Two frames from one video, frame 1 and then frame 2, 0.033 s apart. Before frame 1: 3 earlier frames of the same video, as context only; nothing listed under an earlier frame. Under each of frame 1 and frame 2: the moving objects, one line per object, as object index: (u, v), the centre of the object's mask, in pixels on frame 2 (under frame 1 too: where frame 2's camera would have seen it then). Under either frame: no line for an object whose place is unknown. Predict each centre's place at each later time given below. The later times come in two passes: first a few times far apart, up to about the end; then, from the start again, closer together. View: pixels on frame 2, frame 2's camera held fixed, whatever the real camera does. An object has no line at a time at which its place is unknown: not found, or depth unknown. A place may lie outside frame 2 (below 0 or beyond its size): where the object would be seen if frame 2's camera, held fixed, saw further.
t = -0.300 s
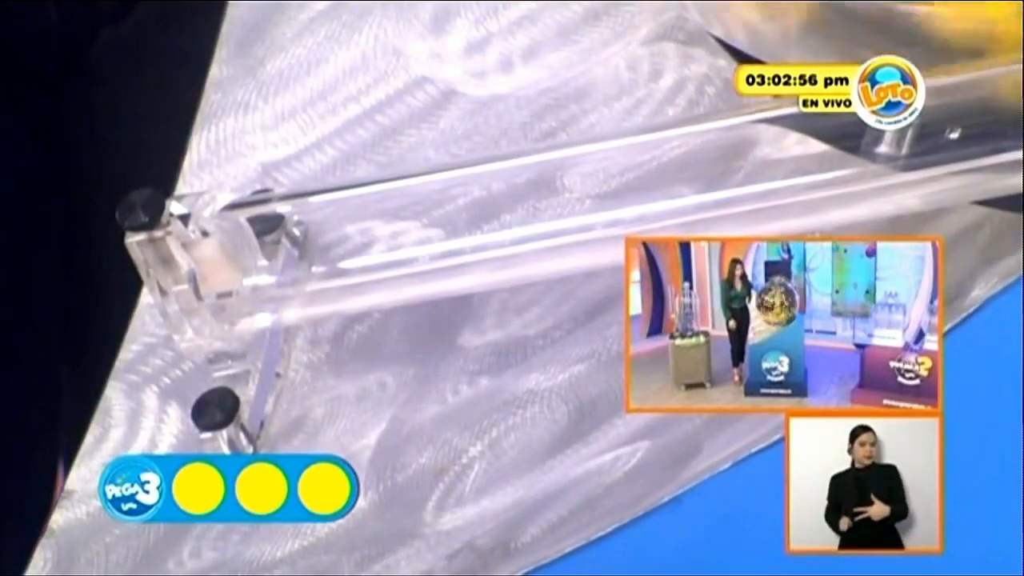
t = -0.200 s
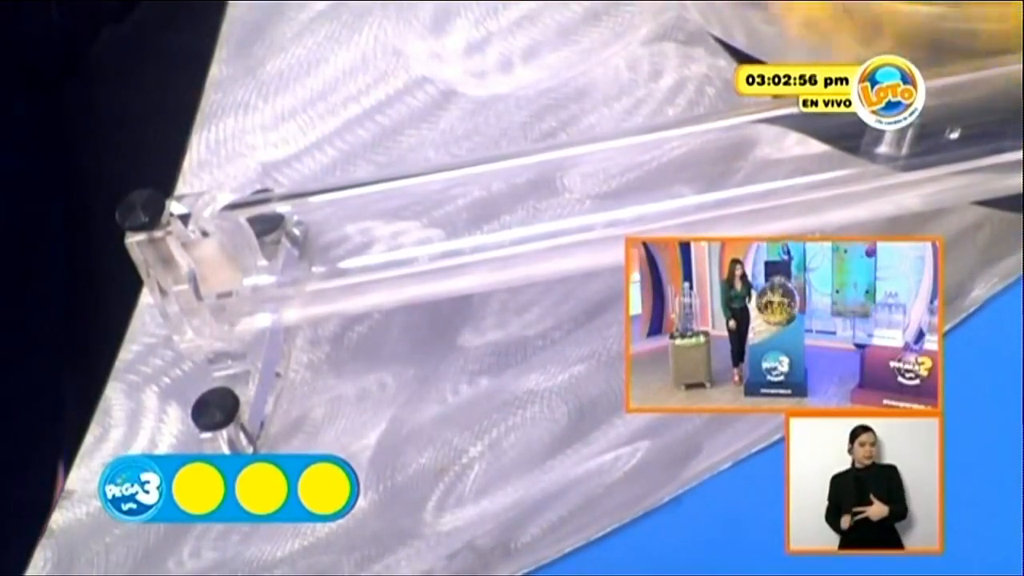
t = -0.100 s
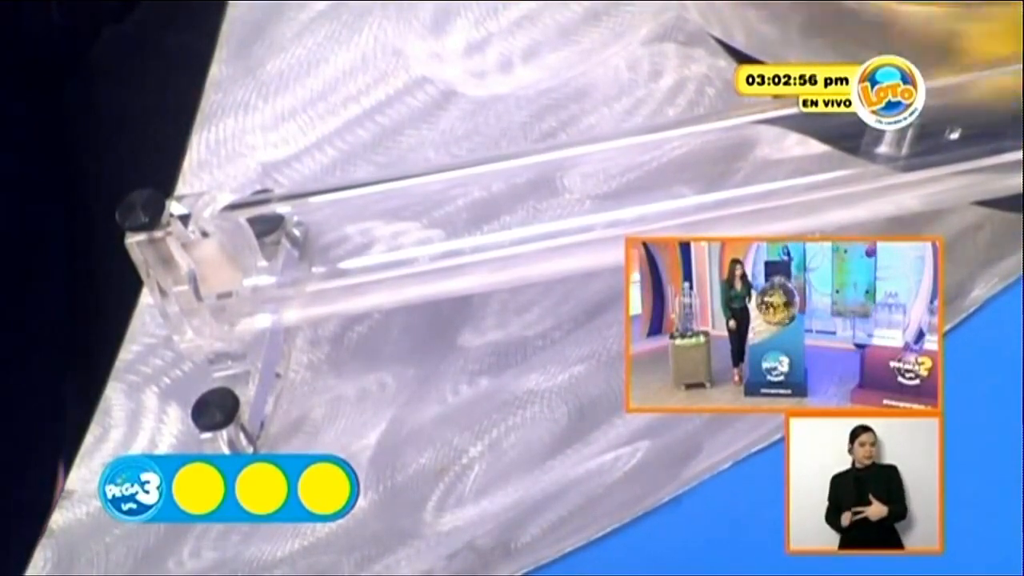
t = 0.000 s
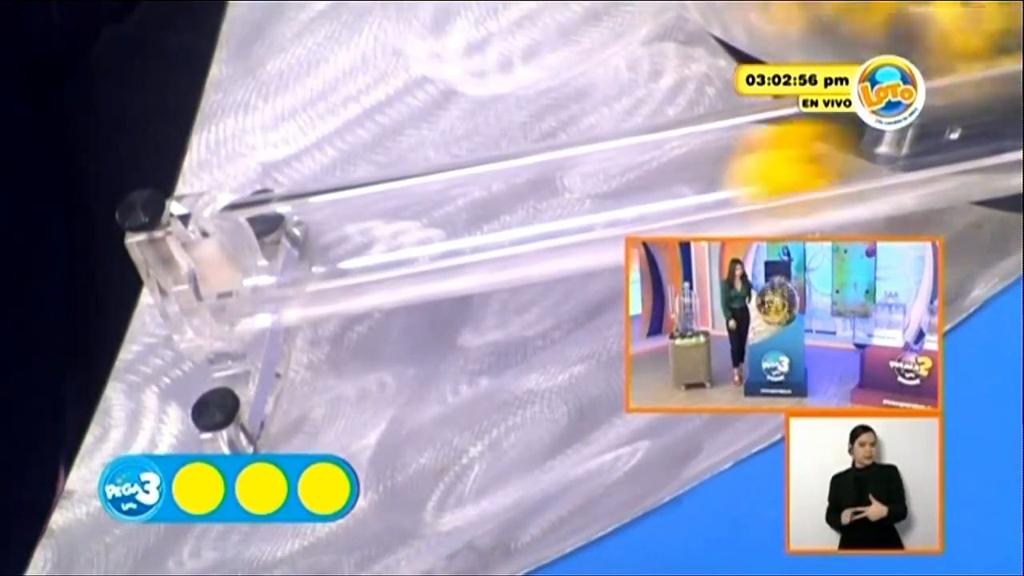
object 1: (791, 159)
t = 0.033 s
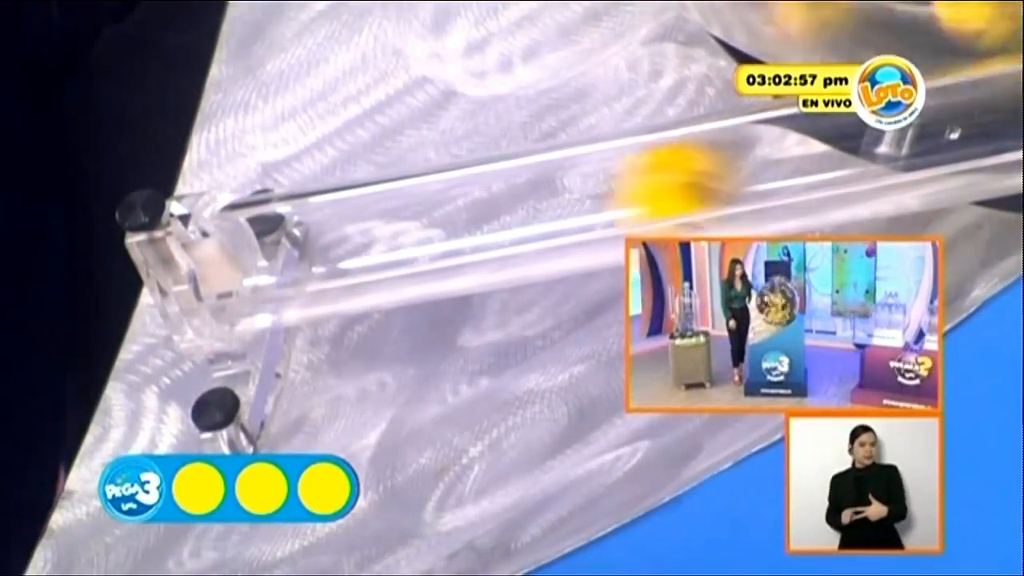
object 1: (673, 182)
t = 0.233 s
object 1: (346, 242)
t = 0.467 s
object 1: (291, 253)
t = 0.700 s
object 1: (291, 259)
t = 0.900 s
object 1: (291, 259)
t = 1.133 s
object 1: (291, 259)
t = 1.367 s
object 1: (291, 259)
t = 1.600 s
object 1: (291, 259)
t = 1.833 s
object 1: (291, 259)
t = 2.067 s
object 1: (291, 253)
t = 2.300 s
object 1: (291, 253)
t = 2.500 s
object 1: (291, 253)
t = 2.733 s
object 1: (291, 253)
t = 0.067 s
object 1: (554, 204)
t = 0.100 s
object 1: (438, 227)
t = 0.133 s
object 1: (317, 249)
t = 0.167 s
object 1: (318, 244)
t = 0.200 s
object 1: (337, 241)
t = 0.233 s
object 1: (346, 242)
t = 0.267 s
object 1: (344, 246)
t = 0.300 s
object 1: (330, 249)
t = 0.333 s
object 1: (315, 251)
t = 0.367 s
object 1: (296, 251)
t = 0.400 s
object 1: (293, 254)
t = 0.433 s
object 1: (290, 255)
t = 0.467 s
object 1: (291, 253)
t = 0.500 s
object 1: (291, 253)
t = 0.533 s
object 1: (291, 253)
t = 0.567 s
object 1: (291, 259)
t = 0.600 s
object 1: (291, 253)
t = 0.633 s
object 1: (291, 259)
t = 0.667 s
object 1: (291, 258)
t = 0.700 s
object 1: (291, 259)
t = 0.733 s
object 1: (291, 259)
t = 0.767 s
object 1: (291, 253)
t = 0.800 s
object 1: (291, 258)
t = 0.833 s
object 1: (291, 259)
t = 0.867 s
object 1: (291, 260)
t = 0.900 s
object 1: (291, 259)
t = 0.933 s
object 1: (291, 258)
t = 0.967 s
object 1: (291, 259)
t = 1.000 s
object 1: (291, 259)
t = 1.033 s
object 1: (291, 259)
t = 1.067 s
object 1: (291, 253)
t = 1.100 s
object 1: (291, 259)
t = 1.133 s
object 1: (291, 259)
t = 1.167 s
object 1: (291, 259)
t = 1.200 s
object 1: (290, 253)
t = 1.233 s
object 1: (291, 259)
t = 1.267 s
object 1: (291, 259)
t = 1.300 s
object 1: (291, 259)
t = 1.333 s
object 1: (291, 259)
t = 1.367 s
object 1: (291, 259)
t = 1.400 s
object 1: (291, 259)
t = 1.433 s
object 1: (291, 259)
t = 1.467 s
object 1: (291, 259)
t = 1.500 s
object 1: (291, 259)
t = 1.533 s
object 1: (291, 258)
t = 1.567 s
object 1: (291, 253)
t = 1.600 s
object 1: (291, 259)
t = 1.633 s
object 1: (291, 253)
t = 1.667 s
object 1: (291, 259)
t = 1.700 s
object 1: (290, 253)
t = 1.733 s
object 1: (291, 259)
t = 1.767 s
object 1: (291, 259)
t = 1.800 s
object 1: (291, 259)
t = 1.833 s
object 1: (291, 259)
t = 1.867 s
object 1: (291, 253)
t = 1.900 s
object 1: (291, 253)
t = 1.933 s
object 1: (291, 253)
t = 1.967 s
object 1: (291, 253)
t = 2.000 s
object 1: (291, 253)
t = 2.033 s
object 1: (291, 253)
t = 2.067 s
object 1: (291, 253)
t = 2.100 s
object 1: (291, 253)
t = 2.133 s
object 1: (290, 253)
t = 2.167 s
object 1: (291, 253)
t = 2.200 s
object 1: (291, 253)
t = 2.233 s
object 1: (291, 253)
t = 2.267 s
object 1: (291, 253)
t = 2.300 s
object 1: (291, 253)
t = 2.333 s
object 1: (291, 253)
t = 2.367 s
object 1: (291, 253)
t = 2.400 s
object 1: (291, 253)
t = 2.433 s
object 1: (291, 253)
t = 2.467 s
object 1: (291, 253)
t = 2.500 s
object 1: (291, 253)
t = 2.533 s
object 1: (291, 253)
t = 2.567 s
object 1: (290, 253)
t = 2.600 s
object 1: (291, 259)
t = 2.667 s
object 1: (291, 253)
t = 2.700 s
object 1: (291, 253)
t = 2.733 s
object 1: (291, 253)
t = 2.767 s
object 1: (291, 259)
